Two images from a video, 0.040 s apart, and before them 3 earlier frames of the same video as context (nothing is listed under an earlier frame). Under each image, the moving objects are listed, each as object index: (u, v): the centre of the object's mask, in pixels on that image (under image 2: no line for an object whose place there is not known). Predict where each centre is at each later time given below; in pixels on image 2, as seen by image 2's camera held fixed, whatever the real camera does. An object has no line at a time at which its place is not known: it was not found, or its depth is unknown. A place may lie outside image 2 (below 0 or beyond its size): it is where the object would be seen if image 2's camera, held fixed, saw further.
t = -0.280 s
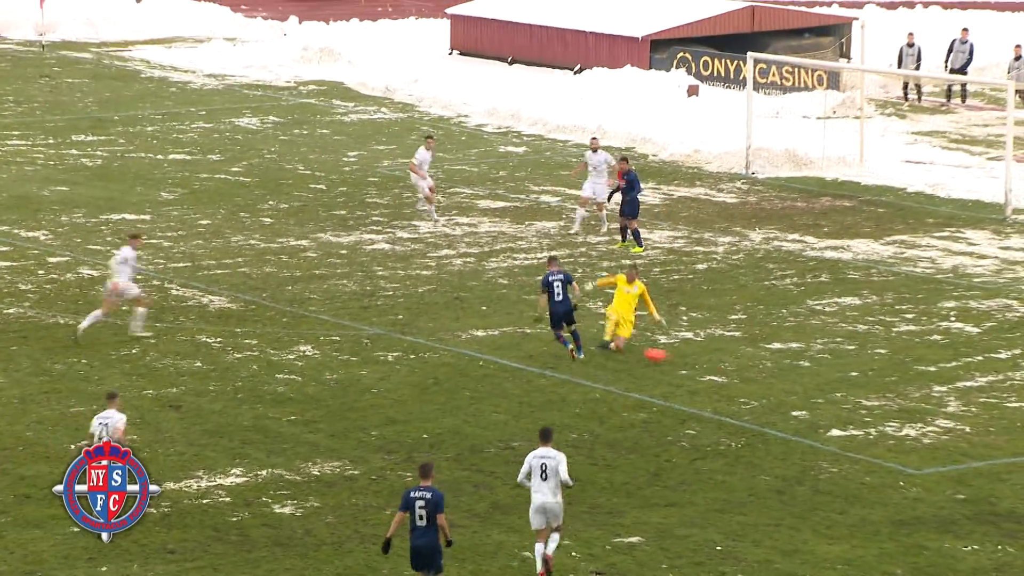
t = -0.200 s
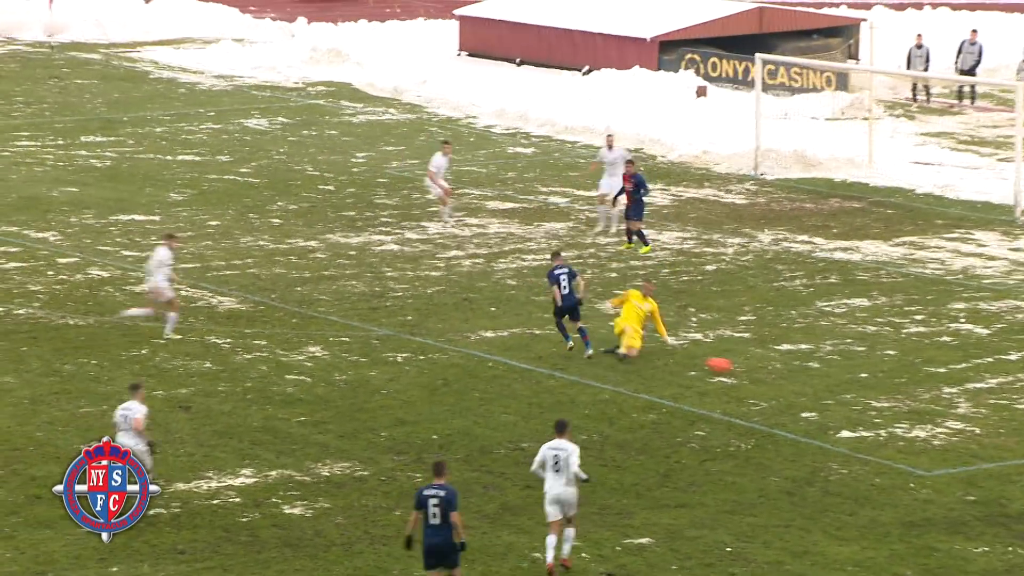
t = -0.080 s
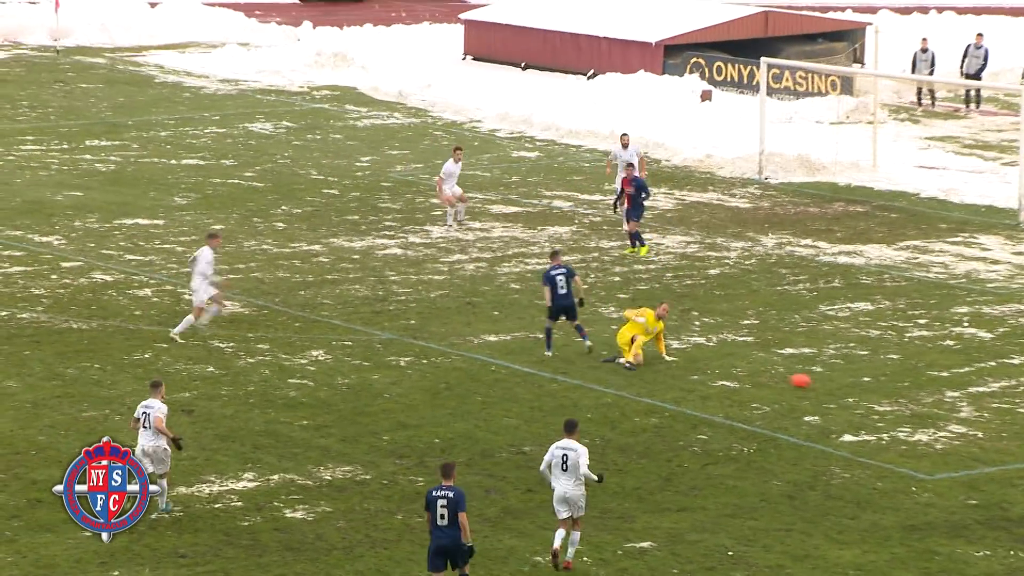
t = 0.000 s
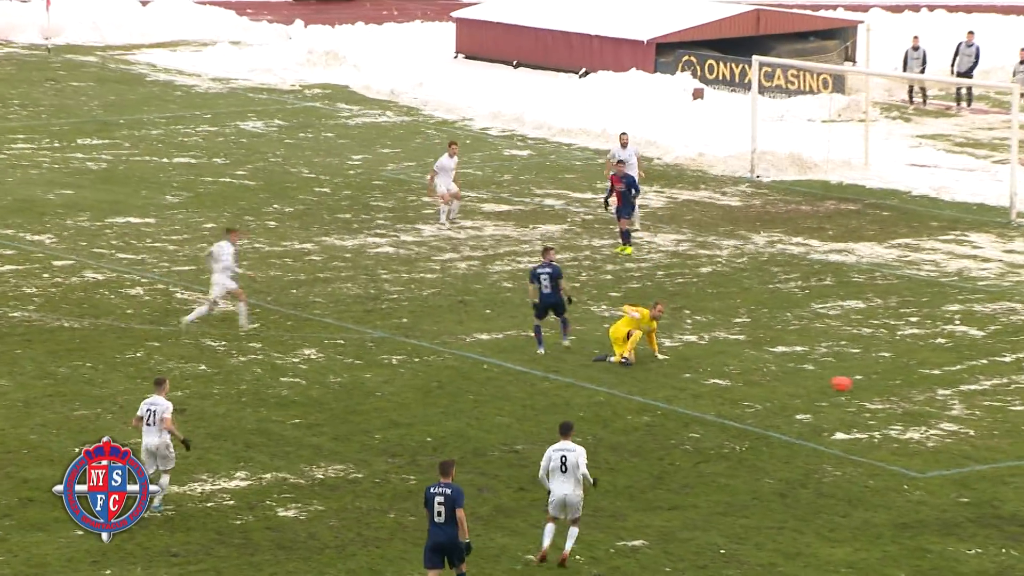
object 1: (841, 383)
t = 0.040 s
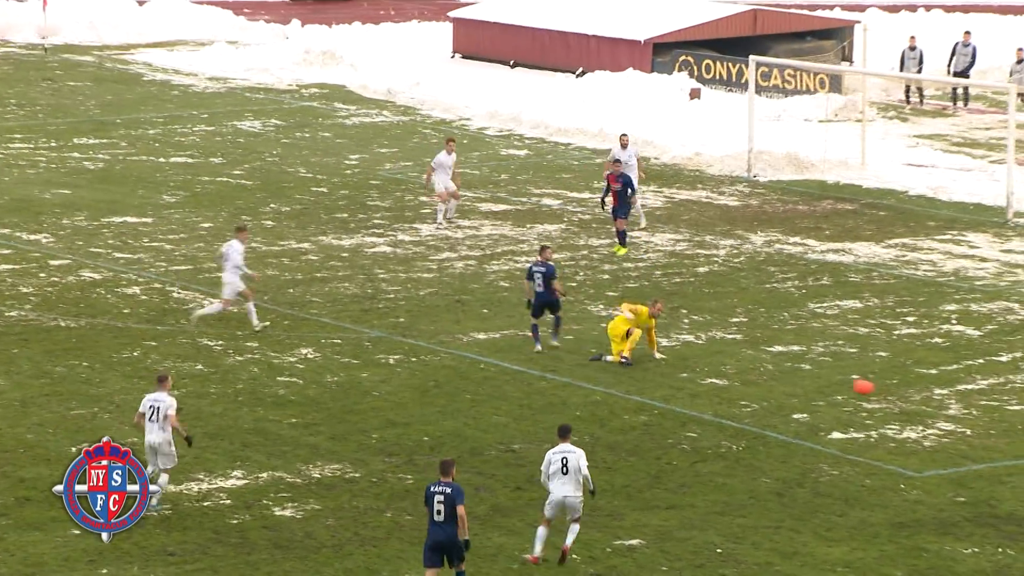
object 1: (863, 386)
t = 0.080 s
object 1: (888, 393)
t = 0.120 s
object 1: (913, 398)
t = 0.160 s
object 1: (936, 397)
